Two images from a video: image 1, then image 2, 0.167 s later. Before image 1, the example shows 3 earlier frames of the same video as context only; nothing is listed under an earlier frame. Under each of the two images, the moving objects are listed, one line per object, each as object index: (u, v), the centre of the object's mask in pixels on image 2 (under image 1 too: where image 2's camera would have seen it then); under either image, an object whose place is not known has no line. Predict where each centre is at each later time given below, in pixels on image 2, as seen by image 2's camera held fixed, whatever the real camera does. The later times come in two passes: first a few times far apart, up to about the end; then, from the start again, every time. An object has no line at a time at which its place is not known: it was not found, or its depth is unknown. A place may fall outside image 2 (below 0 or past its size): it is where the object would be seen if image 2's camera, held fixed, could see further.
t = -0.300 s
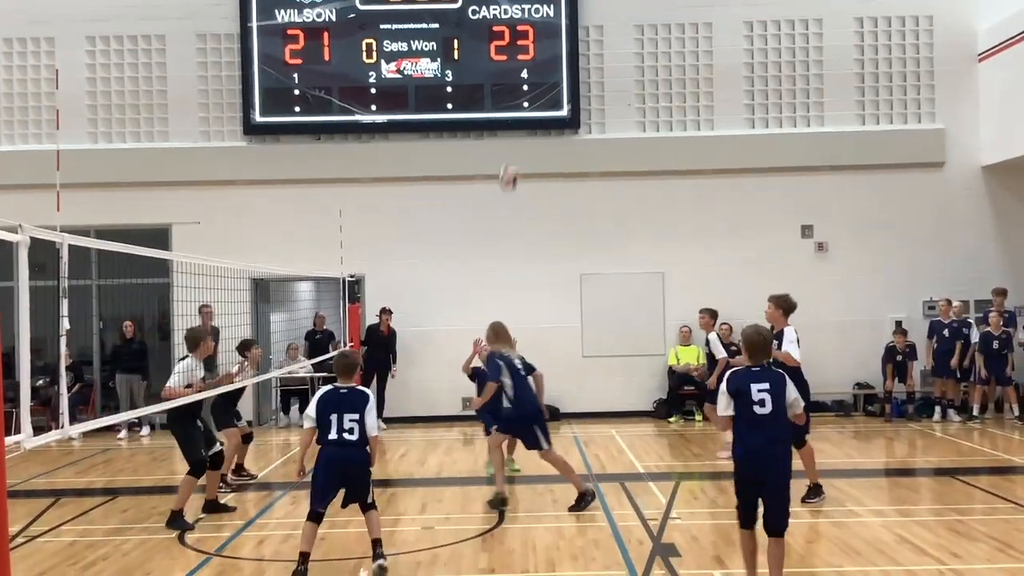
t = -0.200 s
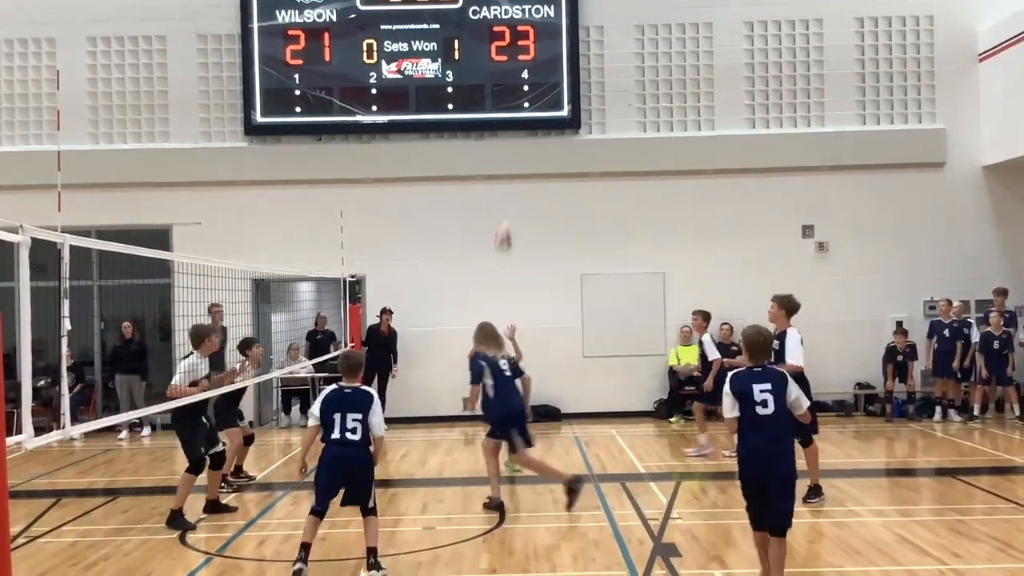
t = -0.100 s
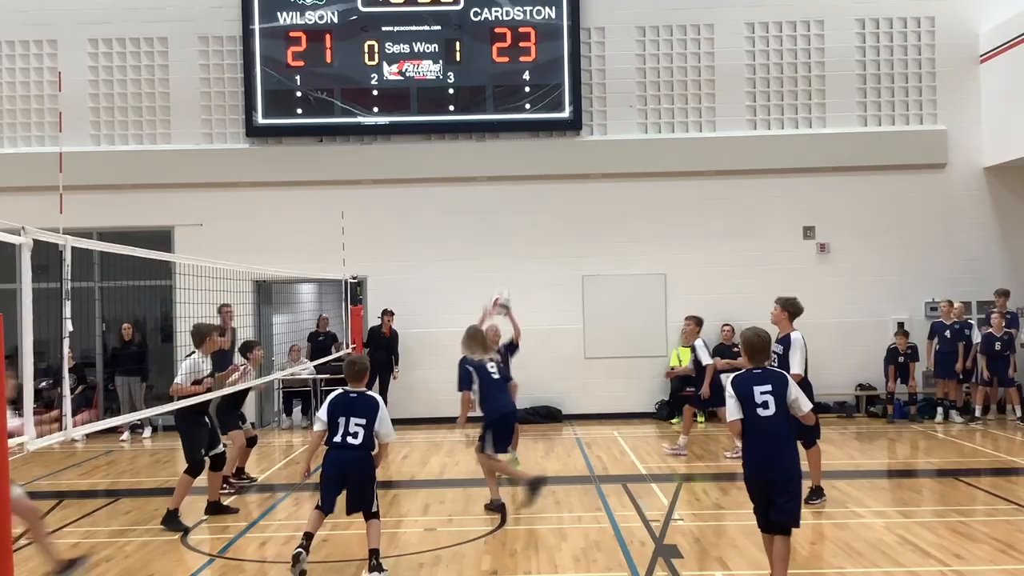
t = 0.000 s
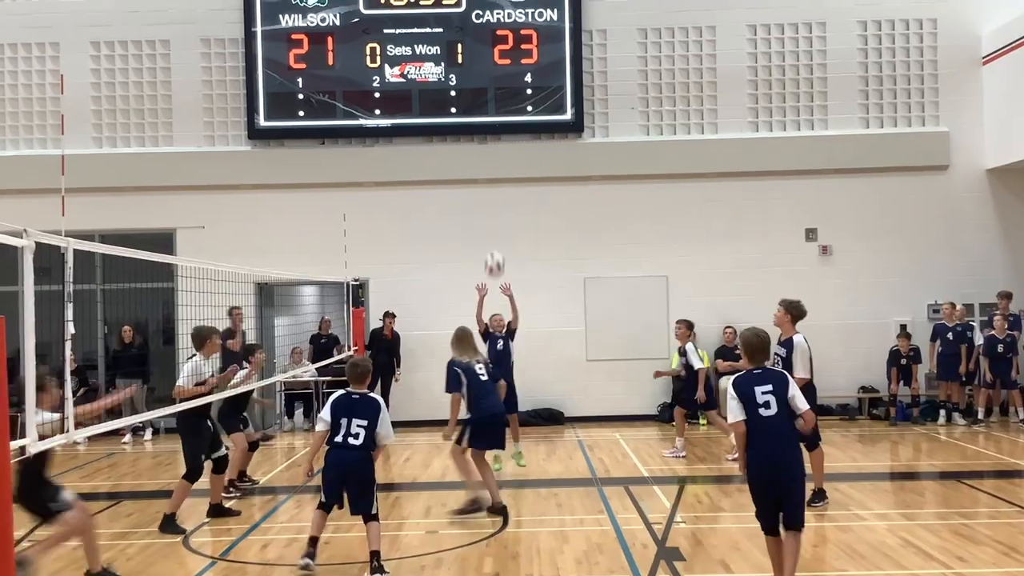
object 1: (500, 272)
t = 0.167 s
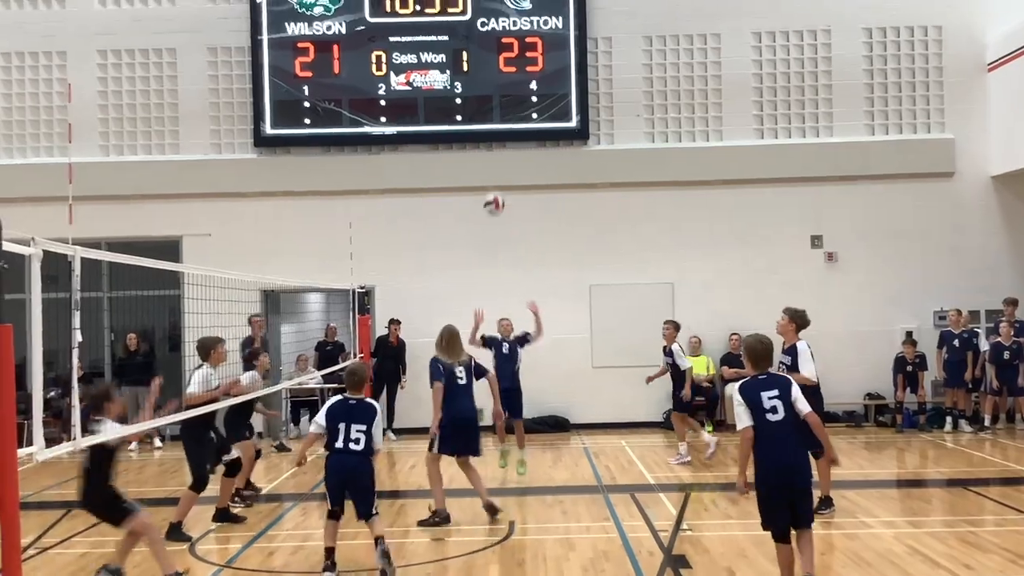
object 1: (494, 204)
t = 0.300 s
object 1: (490, 167)
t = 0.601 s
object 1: (483, 144)
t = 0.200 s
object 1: (493, 193)
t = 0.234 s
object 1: (492, 182)
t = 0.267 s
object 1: (491, 174)
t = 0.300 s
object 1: (490, 167)
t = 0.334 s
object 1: (489, 160)
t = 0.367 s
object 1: (489, 154)
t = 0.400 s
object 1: (488, 149)
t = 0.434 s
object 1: (487, 146)
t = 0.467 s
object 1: (486, 143)
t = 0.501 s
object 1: (485, 142)
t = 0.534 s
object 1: (484, 141)
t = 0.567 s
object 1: (483, 143)
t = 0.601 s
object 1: (483, 144)
